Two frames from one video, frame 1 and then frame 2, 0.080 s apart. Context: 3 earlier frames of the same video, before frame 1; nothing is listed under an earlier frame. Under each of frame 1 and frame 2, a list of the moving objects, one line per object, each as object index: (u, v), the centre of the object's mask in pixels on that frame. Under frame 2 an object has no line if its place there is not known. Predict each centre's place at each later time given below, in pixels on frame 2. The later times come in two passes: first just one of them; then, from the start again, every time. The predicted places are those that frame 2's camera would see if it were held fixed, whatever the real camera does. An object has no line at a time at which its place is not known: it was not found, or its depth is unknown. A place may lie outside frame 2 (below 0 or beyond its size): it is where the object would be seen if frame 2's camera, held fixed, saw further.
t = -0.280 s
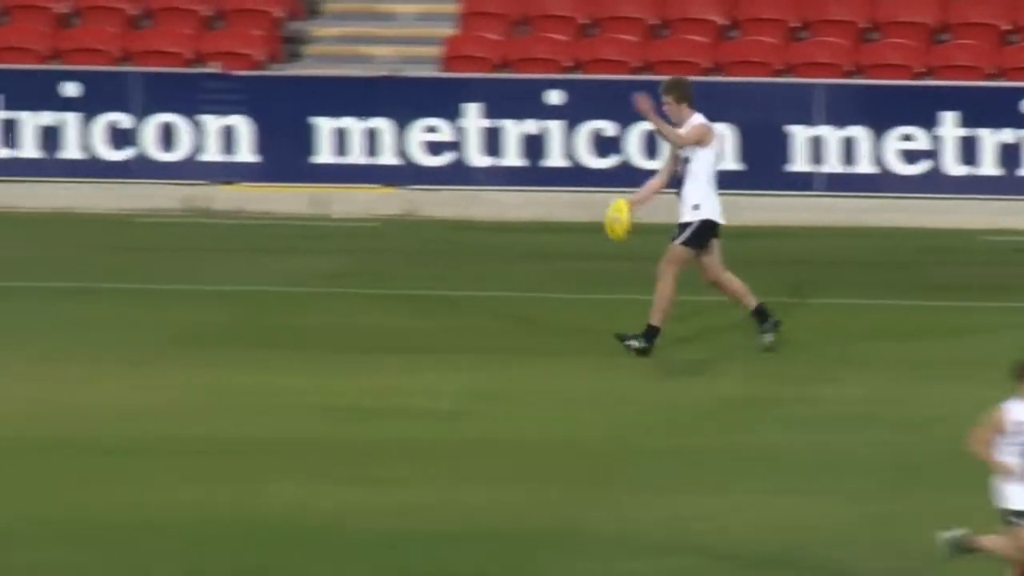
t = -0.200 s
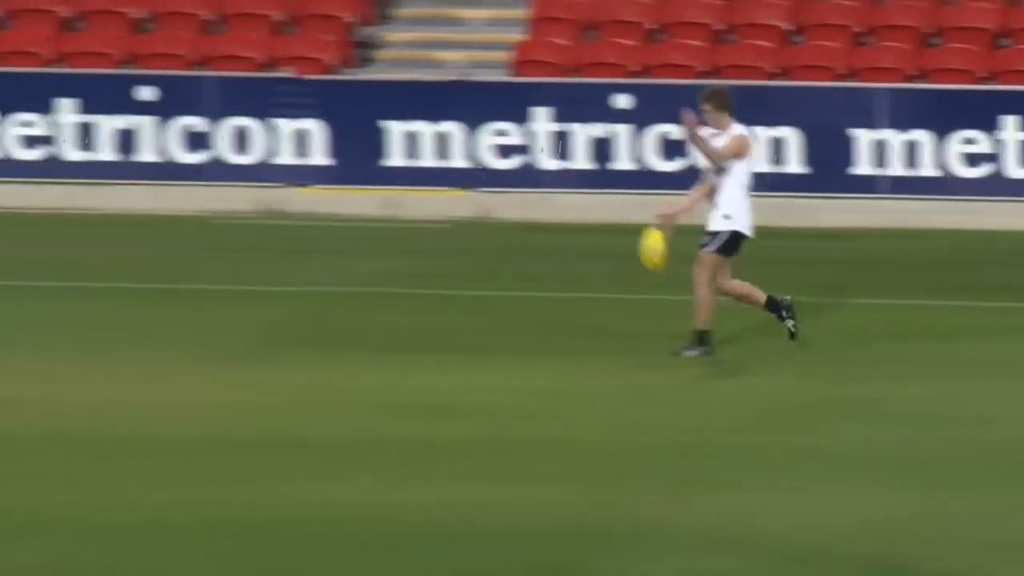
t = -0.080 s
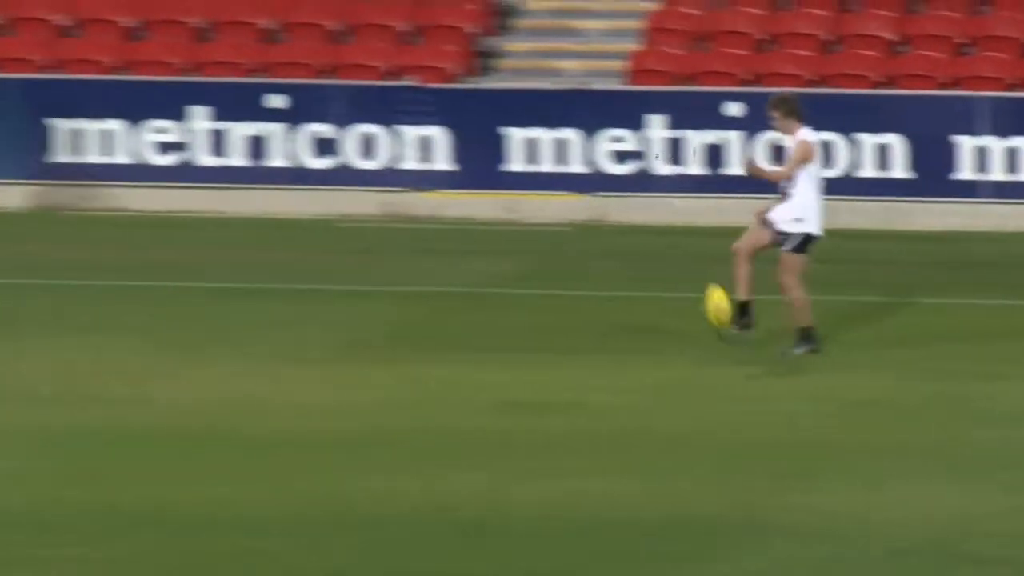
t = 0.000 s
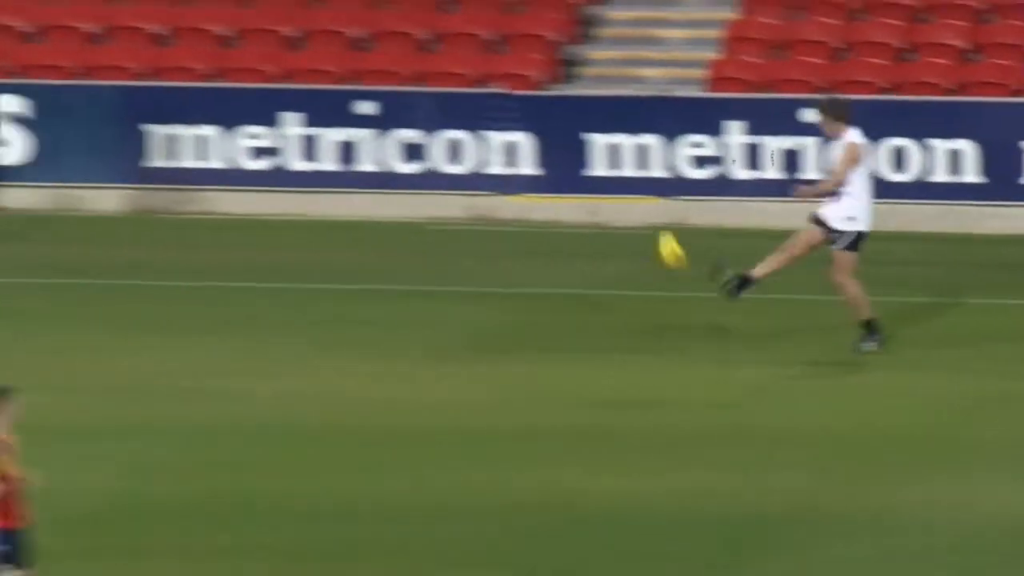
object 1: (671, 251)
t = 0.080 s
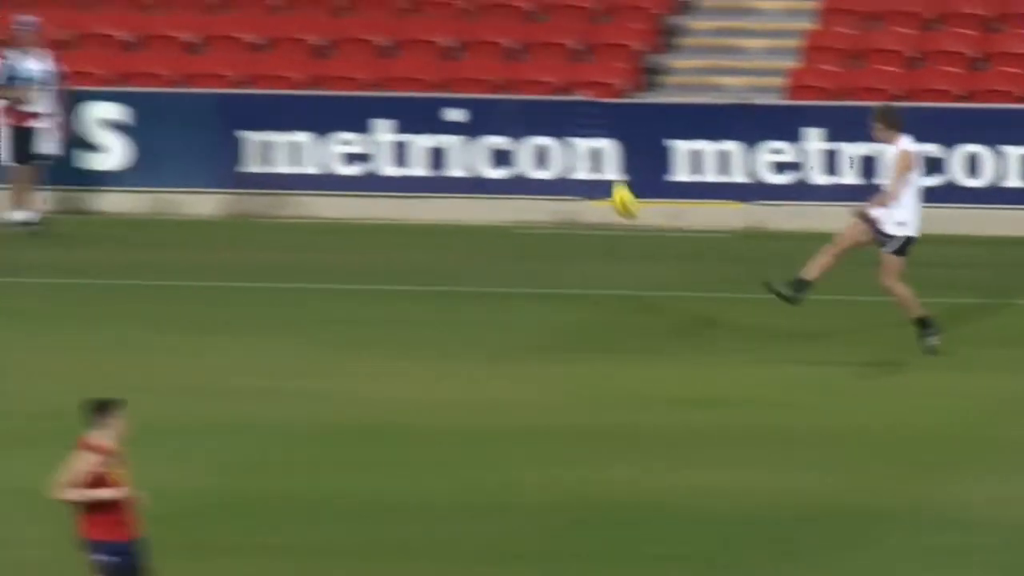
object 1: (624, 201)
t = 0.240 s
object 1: (377, 114)
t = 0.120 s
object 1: (562, 180)
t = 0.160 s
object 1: (499, 154)
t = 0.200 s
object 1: (439, 134)
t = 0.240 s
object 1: (377, 114)
